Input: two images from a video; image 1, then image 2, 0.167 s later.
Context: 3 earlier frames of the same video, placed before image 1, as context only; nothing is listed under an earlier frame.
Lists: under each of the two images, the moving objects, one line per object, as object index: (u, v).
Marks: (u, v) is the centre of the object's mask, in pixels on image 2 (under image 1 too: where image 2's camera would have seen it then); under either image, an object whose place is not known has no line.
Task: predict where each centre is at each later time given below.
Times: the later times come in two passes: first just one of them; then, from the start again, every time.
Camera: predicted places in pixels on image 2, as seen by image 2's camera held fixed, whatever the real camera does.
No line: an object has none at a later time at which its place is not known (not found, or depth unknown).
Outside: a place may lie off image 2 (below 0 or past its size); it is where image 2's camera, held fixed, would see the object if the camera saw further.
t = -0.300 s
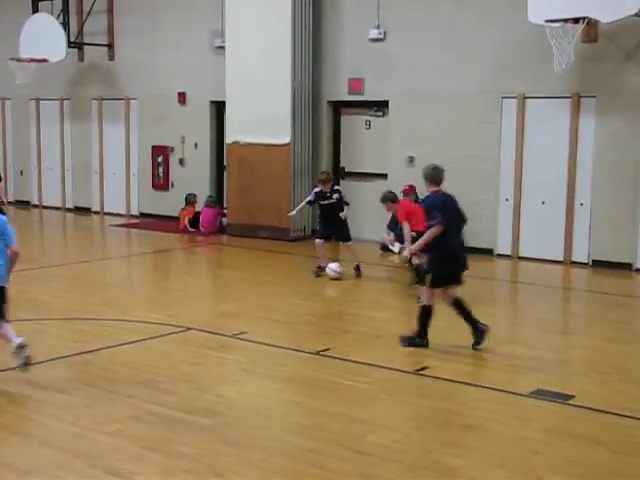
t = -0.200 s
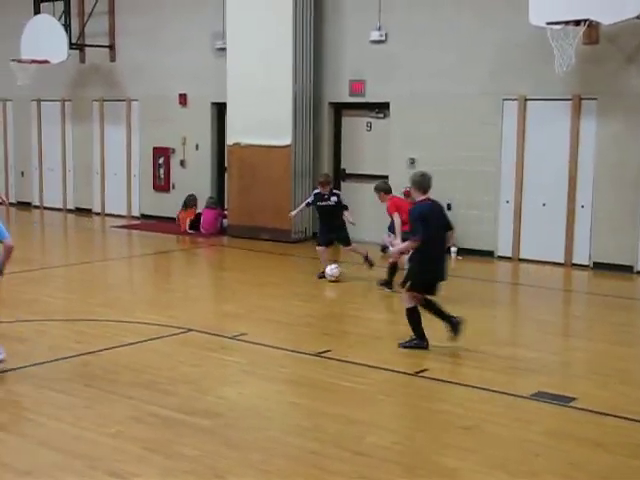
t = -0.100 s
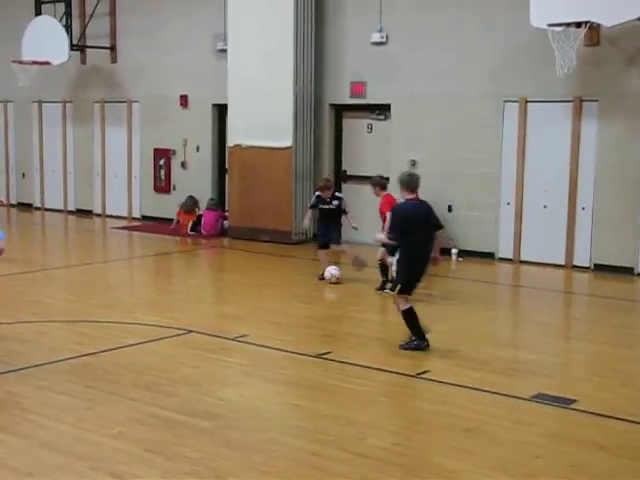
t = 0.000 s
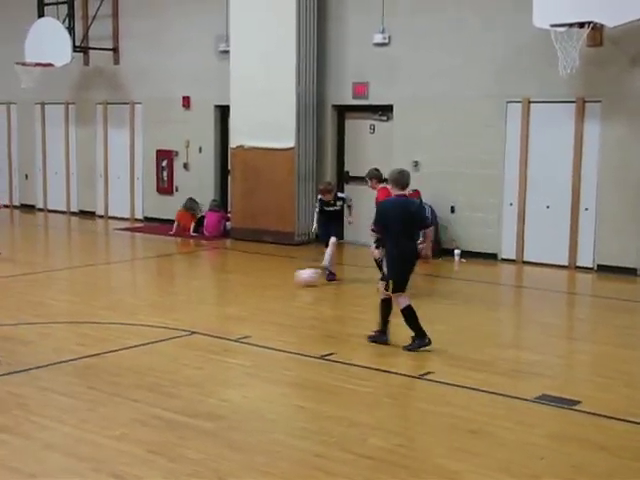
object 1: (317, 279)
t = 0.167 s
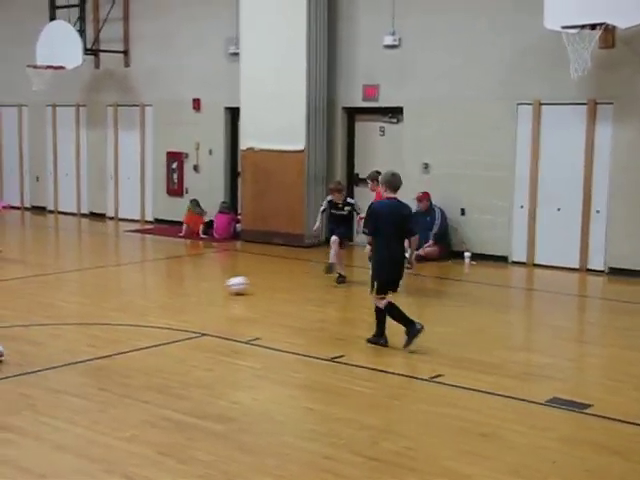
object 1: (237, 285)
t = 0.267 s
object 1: (192, 288)
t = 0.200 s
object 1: (222, 286)
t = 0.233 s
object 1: (206, 288)
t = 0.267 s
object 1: (192, 288)
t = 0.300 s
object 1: (177, 290)
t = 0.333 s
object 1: (163, 291)
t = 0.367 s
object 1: (149, 291)
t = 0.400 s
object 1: (135, 293)
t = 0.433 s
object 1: (122, 294)
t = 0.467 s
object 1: (109, 295)
